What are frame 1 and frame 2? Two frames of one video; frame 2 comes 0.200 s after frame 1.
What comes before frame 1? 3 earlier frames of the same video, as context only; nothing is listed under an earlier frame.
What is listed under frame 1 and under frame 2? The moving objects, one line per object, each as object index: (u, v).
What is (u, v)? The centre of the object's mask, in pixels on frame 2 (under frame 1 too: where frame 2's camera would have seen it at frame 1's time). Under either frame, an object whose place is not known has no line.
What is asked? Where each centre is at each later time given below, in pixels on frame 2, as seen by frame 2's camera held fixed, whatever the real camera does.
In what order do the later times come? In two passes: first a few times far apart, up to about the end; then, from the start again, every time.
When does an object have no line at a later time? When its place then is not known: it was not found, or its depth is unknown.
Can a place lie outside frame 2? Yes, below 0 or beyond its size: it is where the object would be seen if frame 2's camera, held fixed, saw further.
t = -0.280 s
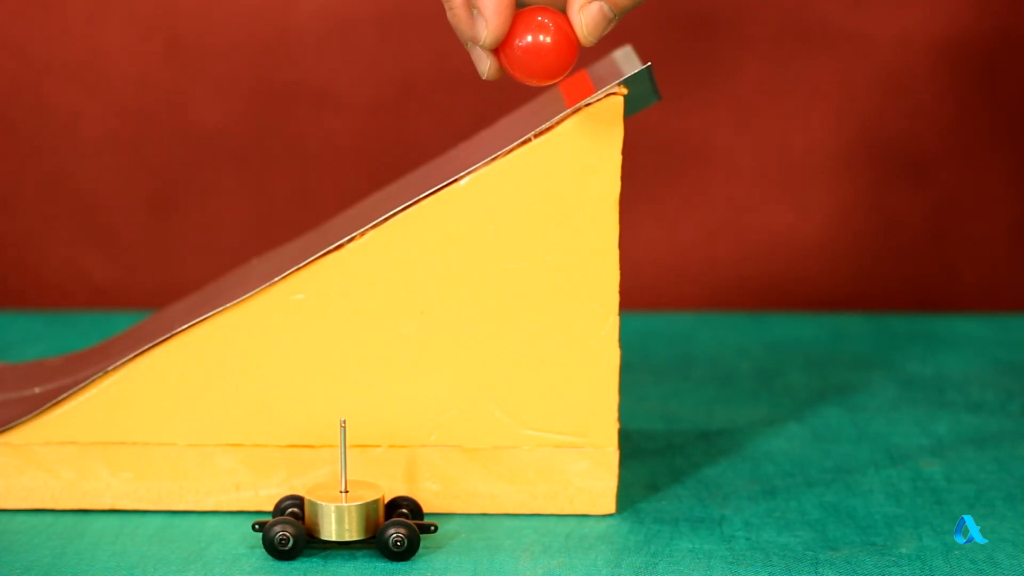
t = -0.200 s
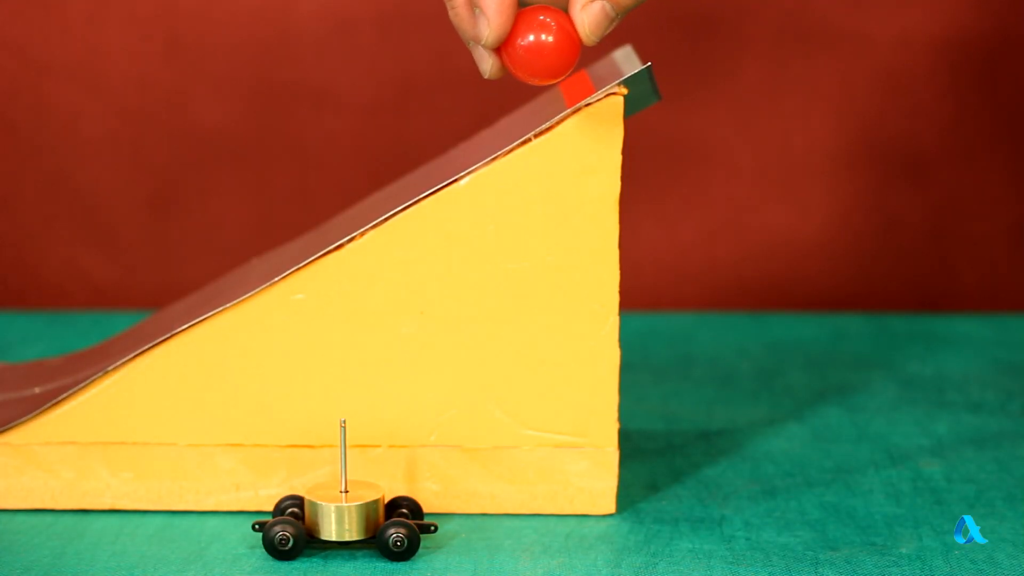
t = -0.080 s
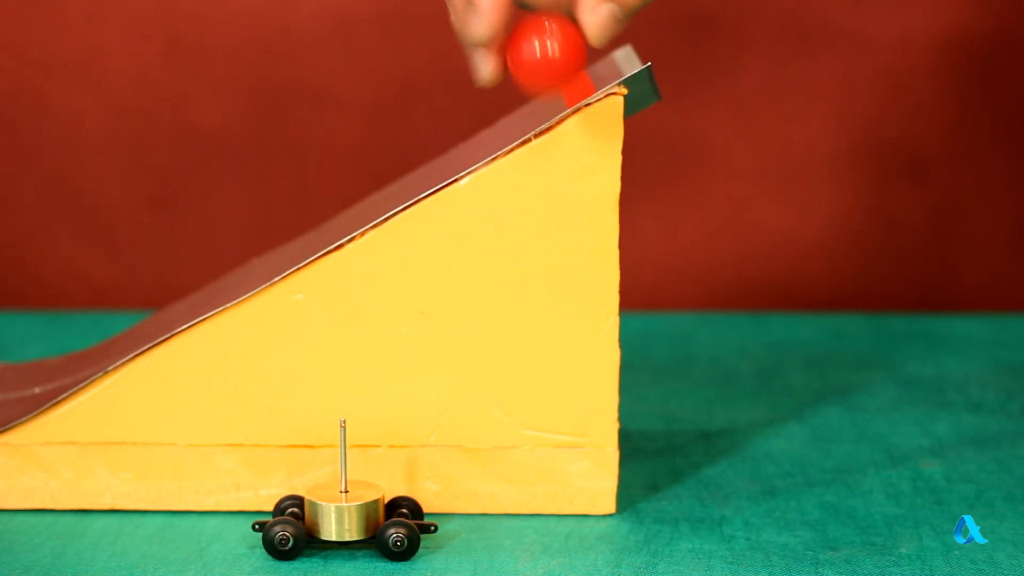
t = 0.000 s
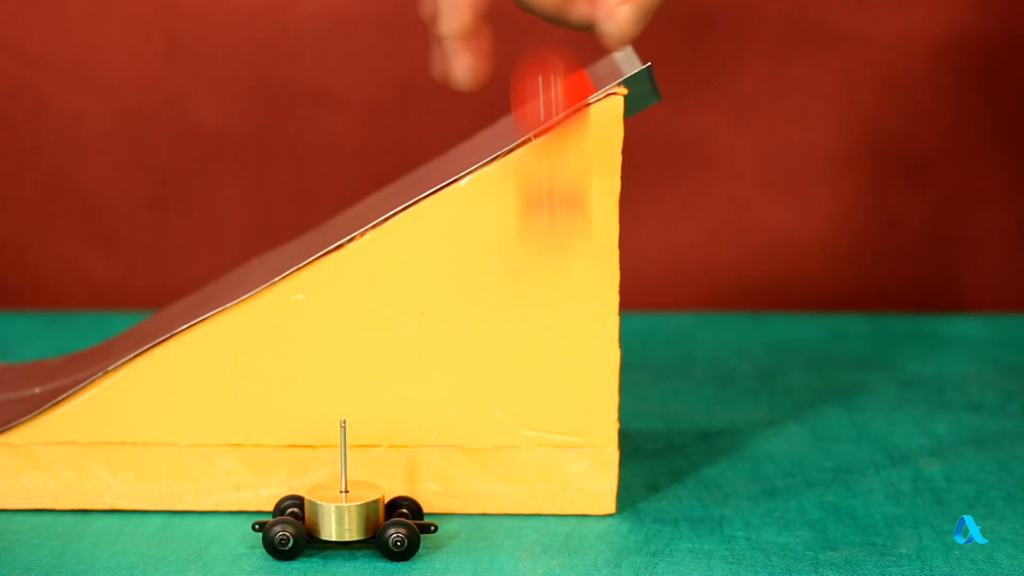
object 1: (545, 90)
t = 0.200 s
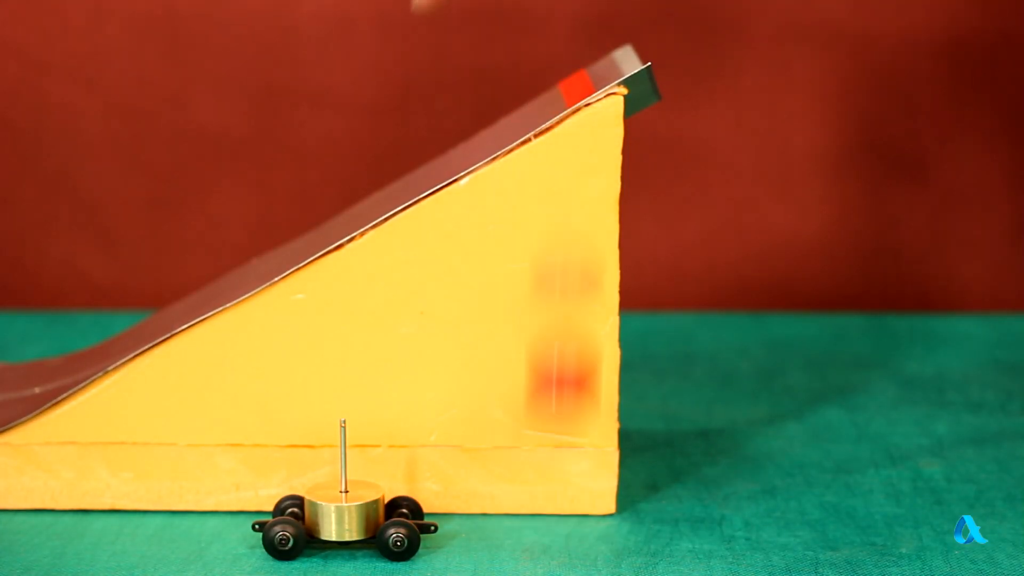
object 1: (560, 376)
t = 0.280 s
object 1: (570, 209)
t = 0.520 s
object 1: (576, 321)
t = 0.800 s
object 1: (599, 276)
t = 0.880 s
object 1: (606, 337)
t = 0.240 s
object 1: (565, 273)
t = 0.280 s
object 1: (570, 209)
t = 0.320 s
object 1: (574, 175)
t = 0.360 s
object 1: (574, 174)
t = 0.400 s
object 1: (577, 178)
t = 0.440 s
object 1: (576, 175)
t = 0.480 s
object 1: (576, 227)
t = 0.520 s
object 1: (576, 321)
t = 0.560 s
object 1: (576, 487)
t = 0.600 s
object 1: (582, 461)
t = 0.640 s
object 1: (587, 360)
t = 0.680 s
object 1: (593, 297)
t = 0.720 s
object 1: (594, 284)
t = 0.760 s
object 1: (598, 271)
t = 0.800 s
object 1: (599, 276)
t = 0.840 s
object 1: (602, 282)
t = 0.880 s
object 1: (606, 337)
